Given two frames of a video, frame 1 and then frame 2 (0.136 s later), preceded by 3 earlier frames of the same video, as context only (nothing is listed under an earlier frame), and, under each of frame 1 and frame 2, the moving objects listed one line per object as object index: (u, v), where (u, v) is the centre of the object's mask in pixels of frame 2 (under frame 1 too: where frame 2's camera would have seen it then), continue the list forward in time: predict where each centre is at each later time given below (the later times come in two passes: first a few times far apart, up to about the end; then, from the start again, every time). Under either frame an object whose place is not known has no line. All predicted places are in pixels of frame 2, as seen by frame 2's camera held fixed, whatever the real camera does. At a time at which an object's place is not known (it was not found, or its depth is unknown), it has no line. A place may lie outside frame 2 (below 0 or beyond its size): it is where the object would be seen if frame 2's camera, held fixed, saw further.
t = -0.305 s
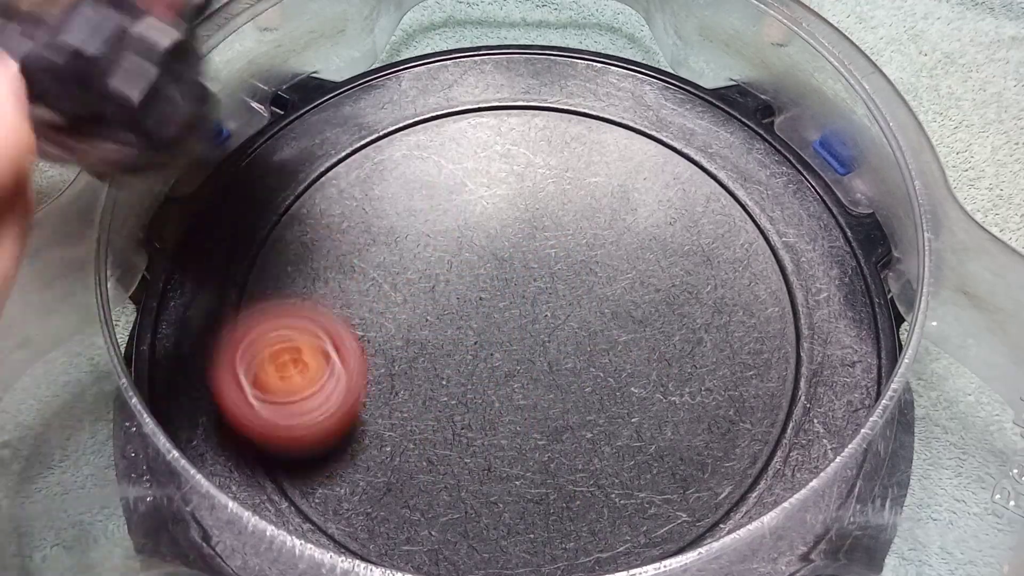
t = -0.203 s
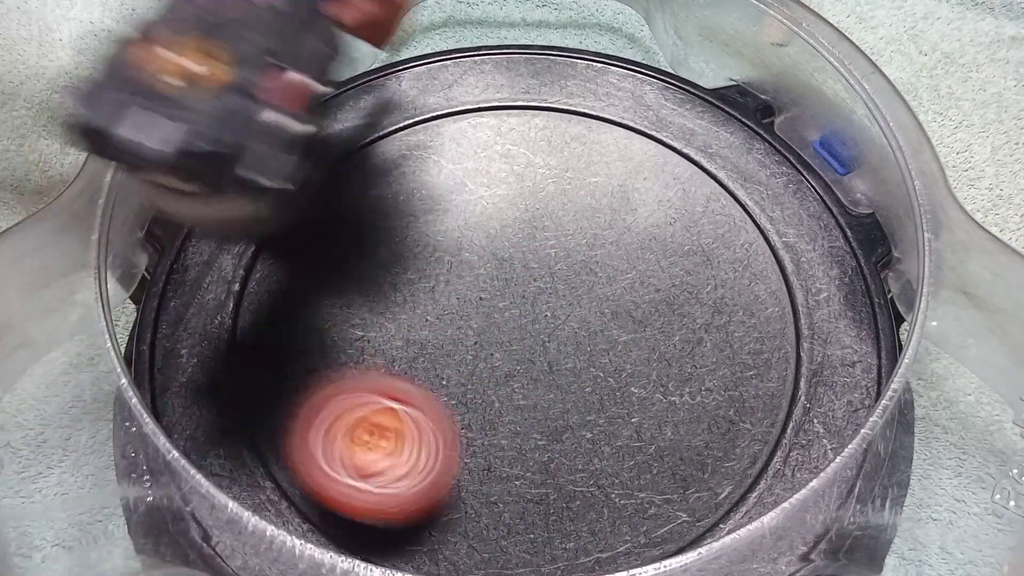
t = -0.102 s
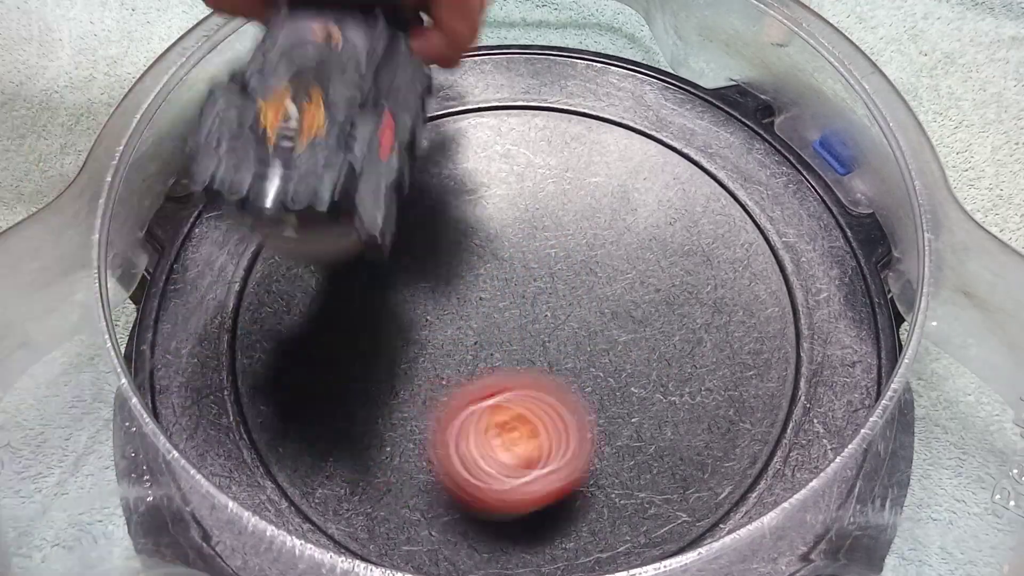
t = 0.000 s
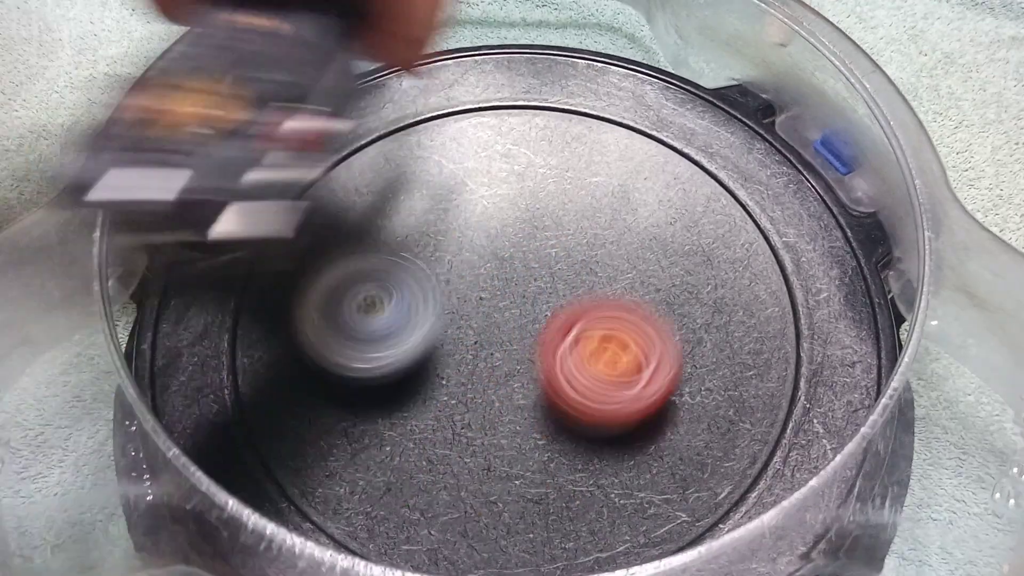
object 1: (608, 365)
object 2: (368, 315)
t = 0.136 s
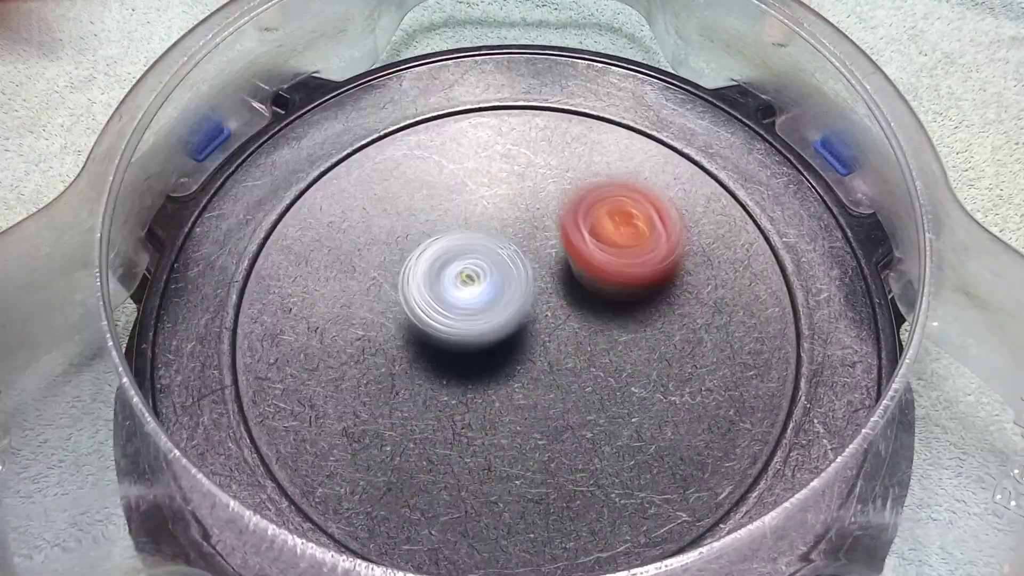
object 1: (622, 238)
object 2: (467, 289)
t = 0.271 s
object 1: (533, 155)
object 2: (533, 289)
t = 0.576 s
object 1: (261, 239)
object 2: (476, 412)
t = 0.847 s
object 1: (311, 415)
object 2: (595, 444)
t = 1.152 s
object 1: (613, 271)
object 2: (468, 497)
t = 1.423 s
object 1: (460, 94)
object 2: (572, 220)
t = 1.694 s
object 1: (345, 267)
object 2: (774, 254)
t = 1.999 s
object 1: (656, 306)
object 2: (512, 471)
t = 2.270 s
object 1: (631, 117)
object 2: (405, 131)
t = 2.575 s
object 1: (580, 217)
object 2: (457, 20)
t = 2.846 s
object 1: (653, 333)
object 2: (494, 295)
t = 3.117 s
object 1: (754, 309)
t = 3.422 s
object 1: (628, 288)
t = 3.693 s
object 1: (687, 391)
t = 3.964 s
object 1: (687, 354)
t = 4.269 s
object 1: (472, 231)
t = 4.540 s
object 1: (278, 180)
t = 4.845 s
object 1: (233, 236)
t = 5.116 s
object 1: (365, 319)
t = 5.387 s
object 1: (400, 298)
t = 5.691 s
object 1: (487, 274)
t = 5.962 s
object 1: (550, 237)
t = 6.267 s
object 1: (557, 250)
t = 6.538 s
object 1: (542, 281)
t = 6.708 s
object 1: (515, 289)
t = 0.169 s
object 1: (607, 212)
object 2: (484, 280)
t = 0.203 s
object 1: (585, 190)
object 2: (504, 282)
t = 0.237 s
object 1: (561, 169)
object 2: (519, 283)
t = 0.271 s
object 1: (533, 155)
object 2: (533, 289)
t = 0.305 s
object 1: (500, 142)
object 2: (548, 302)
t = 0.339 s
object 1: (465, 132)
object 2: (560, 317)
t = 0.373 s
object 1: (427, 130)
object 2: (567, 335)
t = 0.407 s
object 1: (389, 133)
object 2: (566, 353)
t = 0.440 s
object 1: (351, 139)
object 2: (558, 372)
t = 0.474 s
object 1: (320, 154)
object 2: (545, 388)
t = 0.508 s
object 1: (291, 178)
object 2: (528, 400)
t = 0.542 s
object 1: (272, 207)
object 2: (504, 409)
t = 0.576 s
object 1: (261, 239)
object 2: (476, 412)
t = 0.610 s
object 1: (258, 276)
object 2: (442, 409)
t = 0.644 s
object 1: (268, 314)
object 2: (412, 396)
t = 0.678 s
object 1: (255, 331)
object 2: (431, 395)
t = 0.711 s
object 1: (240, 342)
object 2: (469, 400)
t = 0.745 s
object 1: (238, 357)
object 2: (505, 408)
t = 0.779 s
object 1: (250, 377)
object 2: (539, 417)
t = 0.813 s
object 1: (276, 398)
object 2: (570, 430)
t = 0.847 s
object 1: (311, 415)
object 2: (595, 444)
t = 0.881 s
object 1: (355, 428)
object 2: (613, 459)
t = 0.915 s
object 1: (399, 432)
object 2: (624, 481)
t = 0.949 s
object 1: (445, 427)
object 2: (623, 496)
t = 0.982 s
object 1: (490, 414)
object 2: (616, 508)
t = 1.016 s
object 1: (532, 392)
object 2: (598, 520)
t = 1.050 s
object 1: (566, 366)
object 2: (567, 522)
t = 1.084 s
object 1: (590, 336)
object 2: (531, 519)
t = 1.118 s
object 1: (606, 303)
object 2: (496, 512)
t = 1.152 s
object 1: (613, 271)
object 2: (468, 497)
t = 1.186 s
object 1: (612, 239)
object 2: (447, 464)
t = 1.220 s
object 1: (605, 208)
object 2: (439, 426)
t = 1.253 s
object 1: (590, 177)
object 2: (443, 385)
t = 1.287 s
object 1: (572, 155)
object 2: (456, 346)
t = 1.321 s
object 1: (549, 132)
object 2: (477, 309)
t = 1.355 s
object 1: (522, 114)
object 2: (506, 274)
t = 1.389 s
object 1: (492, 100)
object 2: (537, 245)
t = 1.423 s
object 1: (460, 94)
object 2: (572, 220)
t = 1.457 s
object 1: (427, 93)
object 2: (608, 200)
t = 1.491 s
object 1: (395, 112)
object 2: (647, 186)
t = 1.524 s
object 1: (370, 130)
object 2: (685, 178)
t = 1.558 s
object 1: (350, 149)
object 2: (720, 174)
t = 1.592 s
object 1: (336, 174)
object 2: (749, 180)
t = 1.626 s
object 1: (330, 204)
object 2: (766, 194)
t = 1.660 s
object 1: (333, 236)
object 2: (772, 221)
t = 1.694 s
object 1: (345, 267)
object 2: (774, 254)
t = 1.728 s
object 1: (368, 297)
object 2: (772, 289)
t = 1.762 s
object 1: (397, 322)
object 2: (769, 325)
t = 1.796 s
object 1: (434, 342)
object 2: (763, 364)
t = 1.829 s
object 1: (474, 354)
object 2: (751, 401)
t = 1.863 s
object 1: (516, 358)
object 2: (728, 436)
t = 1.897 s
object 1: (558, 354)
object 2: (685, 463)
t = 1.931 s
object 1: (596, 343)
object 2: (636, 481)
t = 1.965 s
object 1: (629, 327)
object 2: (570, 483)
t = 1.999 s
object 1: (656, 306)
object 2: (512, 471)
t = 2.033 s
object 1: (676, 281)
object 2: (456, 440)
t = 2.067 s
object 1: (691, 253)
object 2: (415, 404)
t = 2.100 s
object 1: (695, 229)
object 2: (386, 359)
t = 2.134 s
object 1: (695, 199)
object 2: (367, 308)
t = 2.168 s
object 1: (688, 174)
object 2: (363, 261)
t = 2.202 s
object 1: (674, 150)
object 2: (369, 214)
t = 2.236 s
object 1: (655, 131)
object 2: (383, 171)
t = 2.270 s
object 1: (631, 117)
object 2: (405, 131)
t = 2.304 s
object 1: (603, 109)
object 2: (433, 100)
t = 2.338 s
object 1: (585, 108)
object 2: (461, 67)
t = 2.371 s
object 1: (593, 122)
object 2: (457, 42)
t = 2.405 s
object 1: (597, 139)
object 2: (457, 30)
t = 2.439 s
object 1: (595, 155)
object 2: (460, 24)
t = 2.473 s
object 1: (591, 171)
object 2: (460, 18)
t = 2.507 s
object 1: (589, 186)
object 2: (466, 16)
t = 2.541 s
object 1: (584, 201)
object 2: (476, 20)
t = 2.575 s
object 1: (580, 217)
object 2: (457, 20)
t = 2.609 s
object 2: (459, 12)
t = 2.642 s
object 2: (451, 22)
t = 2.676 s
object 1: (589, 265)
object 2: (447, 30)
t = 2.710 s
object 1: (597, 281)
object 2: (447, 58)
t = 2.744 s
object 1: (608, 297)
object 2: (447, 117)
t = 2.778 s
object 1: (621, 311)
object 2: (459, 178)
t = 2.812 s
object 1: (637, 323)
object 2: (473, 236)
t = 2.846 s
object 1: (653, 333)
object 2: (494, 295)
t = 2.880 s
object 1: (670, 339)
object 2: (511, 342)
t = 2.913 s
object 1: (688, 343)
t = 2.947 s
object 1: (704, 344)
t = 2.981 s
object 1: (721, 342)
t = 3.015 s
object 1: (734, 338)
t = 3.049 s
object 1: (745, 331)
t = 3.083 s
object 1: (752, 320)
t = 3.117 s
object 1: (754, 309)
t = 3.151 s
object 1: (750, 297)
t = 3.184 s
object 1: (743, 286)
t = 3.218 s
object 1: (731, 280)
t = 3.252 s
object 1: (716, 276)
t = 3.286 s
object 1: (698, 274)
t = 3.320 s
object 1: (679, 276)
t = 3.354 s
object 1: (661, 279)
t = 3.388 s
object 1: (645, 283)
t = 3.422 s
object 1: (628, 288)
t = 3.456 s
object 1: (609, 297)
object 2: (404, 428)
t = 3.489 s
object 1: (588, 308)
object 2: (397, 415)
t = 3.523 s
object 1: (565, 322)
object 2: (397, 398)
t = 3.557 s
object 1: (545, 337)
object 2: (395, 379)
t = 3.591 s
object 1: (558, 355)
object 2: (348, 359)
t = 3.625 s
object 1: (608, 374)
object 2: (272, 301)
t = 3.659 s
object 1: (648, 385)
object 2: (196, 260)
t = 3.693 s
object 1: (687, 391)
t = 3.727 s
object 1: (701, 393)
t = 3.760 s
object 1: (705, 391)
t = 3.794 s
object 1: (706, 385)
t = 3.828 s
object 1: (706, 378)
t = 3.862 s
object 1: (703, 371)
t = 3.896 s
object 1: (698, 363)
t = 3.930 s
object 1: (695, 359)
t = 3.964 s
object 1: (687, 354)
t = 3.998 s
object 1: (679, 354)
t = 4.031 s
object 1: (673, 352)
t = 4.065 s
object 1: (662, 351)
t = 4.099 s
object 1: (639, 335)
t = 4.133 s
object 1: (599, 308)
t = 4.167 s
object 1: (563, 282)
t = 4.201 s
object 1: (530, 260)
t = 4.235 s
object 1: (500, 242)
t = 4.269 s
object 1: (472, 231)
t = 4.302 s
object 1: (447, 225)
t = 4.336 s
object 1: (425, 225)
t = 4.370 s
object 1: (403, 225)
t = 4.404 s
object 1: (380, 222)
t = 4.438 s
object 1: (350, 214)
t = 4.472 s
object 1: (323, 201)
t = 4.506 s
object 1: (296, 187)
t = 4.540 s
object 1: (278, 180)
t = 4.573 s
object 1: (266, 183)
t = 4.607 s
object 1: (253, 186)
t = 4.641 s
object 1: (240, 190)
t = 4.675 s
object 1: (226, 194)
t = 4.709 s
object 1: (216, 200)
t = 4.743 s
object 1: (218, 213)
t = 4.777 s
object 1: (222, 223)
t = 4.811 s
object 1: (227, 230)
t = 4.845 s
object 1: (233, 236)
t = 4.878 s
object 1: (240, 242)
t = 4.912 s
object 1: (250, 253)
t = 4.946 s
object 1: (264, 266)
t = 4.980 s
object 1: (280, 277)
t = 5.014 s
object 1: (296, 289)
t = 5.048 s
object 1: (316, 300)
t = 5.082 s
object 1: (340, 311)
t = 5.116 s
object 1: (365, 319)
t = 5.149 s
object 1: (390, 324)
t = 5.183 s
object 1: (402, 323)
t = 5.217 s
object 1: (386, 314)
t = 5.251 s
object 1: (378, 306)
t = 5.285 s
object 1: (379, 302)
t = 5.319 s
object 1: (385, 299)
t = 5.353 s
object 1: (391, 298)
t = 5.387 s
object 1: (400, 298)
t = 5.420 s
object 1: (410, 297)
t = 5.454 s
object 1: (419, 298)
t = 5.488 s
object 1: (428, 298)
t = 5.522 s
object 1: (436, 295)
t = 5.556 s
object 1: (446, 292)
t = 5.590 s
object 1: (457, 288)
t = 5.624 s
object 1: (467, 284)
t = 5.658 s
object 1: (477, 279)
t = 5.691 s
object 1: (487, 274)
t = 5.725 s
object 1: (497, 270)
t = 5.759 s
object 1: (506, 265)
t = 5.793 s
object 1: (515, 260)
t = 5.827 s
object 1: (523, 254)
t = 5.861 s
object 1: (532, 249)
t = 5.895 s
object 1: (538, 244)
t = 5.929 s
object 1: (544, 240)
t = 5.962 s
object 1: (550, 237)
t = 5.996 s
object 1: (554, 234)
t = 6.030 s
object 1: (558, 233)
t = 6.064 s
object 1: (560, 234)
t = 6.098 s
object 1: (561, 235)
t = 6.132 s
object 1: (561, 237)
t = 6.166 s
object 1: (560, 239)
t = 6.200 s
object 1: (559, 242)
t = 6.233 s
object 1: (558, 245)
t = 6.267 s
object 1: (557, 250)
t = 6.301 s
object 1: (557, 255)
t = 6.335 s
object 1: (558, 259)
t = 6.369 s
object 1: (559, 265)
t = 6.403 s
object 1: (561, 271)
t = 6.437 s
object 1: (564, 277)
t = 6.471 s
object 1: (562, 281)
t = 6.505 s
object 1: (550, 281)
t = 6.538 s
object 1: (542, 281)
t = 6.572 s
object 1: (537, 282)
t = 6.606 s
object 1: (533, 284)
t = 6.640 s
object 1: (527, 285)
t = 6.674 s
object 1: (522, 287)
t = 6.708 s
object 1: (515, 289)
